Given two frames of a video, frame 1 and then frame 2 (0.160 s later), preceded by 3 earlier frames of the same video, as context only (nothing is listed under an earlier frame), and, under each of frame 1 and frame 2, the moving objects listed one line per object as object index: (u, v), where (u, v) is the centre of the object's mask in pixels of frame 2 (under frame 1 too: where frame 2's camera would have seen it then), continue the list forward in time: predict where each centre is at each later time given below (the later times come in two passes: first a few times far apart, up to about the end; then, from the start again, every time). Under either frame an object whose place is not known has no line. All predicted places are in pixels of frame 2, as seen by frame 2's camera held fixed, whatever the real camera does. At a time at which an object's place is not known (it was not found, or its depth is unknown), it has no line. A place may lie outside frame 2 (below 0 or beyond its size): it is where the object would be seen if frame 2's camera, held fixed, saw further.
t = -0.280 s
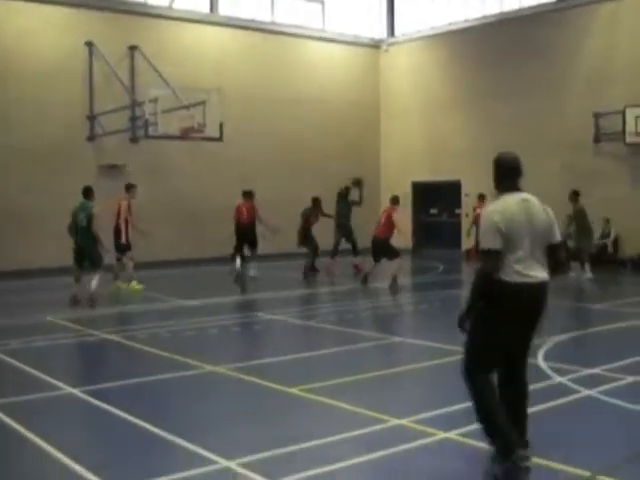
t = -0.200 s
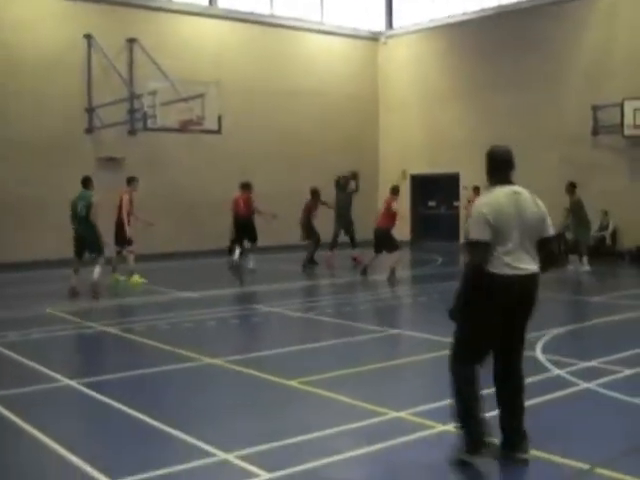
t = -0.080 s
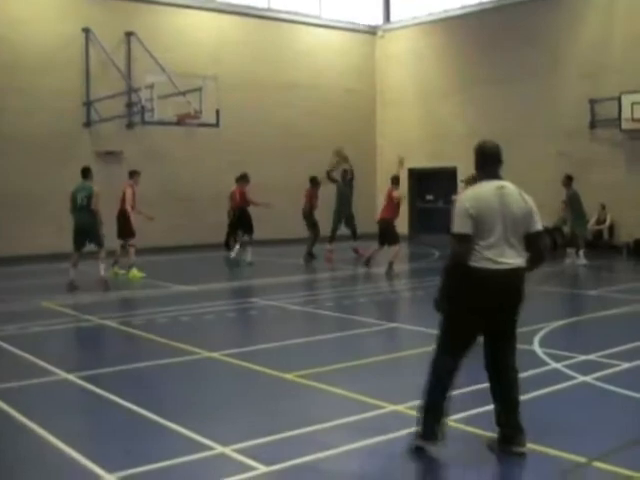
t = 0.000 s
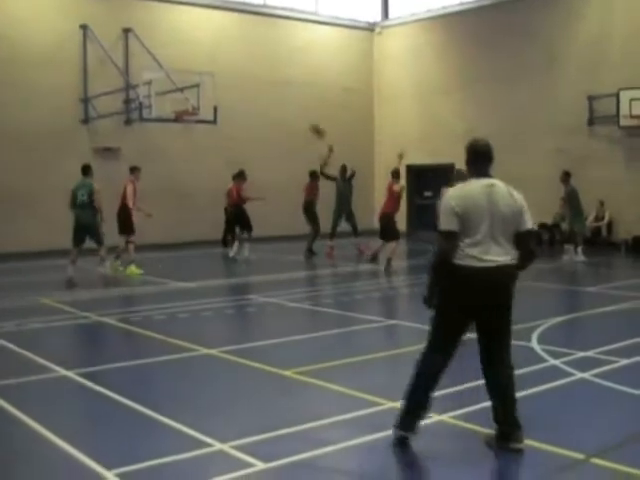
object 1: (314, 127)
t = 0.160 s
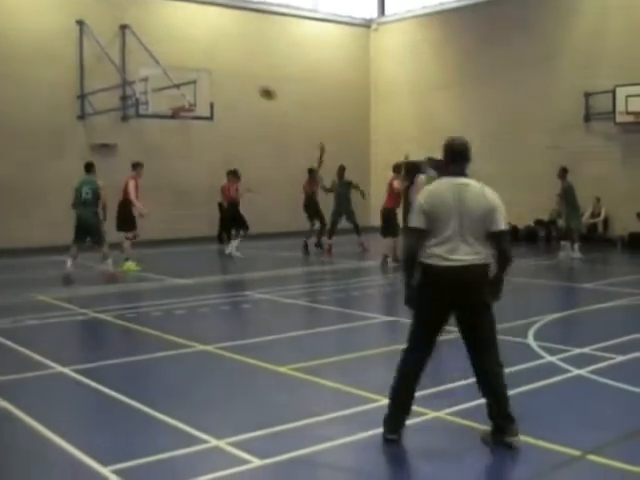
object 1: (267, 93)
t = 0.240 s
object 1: (240, 78)
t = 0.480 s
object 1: (154, 54)
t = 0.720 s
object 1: (48, 61)
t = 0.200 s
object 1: (254, 86)
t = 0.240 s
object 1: (240, 78)
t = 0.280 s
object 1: (228, 73)
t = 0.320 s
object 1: (213, 68)
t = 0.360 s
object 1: (198, 64)
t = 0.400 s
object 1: (183, 59)
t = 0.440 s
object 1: (168, 56)
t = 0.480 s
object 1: (154, 54)
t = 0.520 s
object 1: (140, 53)
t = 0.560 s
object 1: (123, 53)
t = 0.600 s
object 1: (105, 53)
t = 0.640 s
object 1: (87, 54)
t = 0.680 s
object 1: (67, 57)
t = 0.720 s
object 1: (48, 61)
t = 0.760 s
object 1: (29, 65)
